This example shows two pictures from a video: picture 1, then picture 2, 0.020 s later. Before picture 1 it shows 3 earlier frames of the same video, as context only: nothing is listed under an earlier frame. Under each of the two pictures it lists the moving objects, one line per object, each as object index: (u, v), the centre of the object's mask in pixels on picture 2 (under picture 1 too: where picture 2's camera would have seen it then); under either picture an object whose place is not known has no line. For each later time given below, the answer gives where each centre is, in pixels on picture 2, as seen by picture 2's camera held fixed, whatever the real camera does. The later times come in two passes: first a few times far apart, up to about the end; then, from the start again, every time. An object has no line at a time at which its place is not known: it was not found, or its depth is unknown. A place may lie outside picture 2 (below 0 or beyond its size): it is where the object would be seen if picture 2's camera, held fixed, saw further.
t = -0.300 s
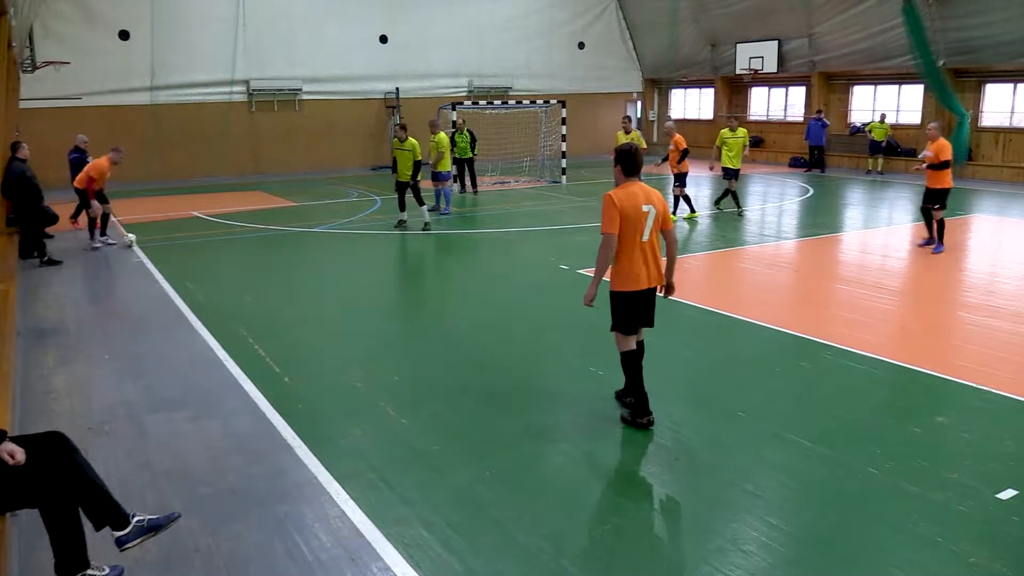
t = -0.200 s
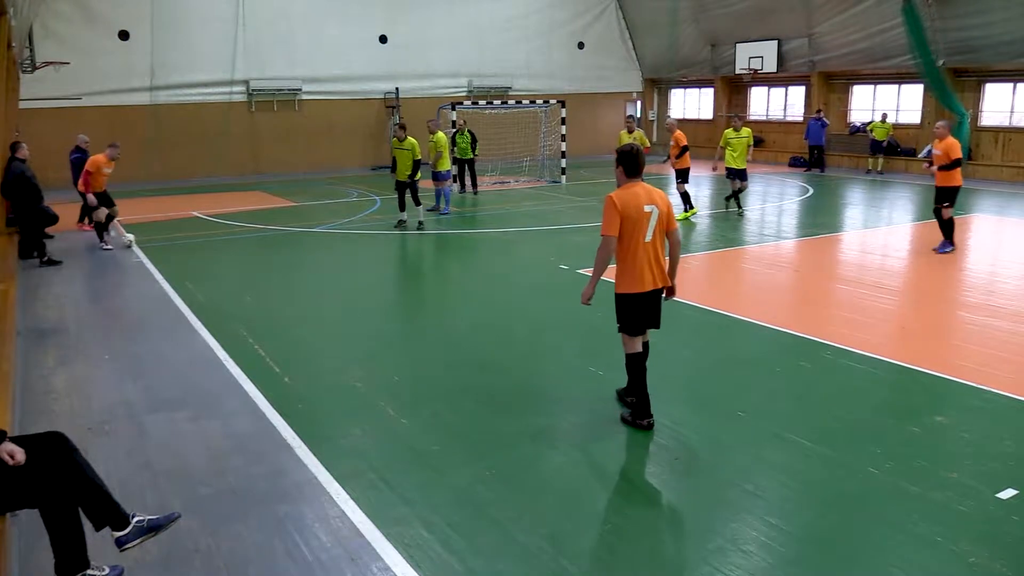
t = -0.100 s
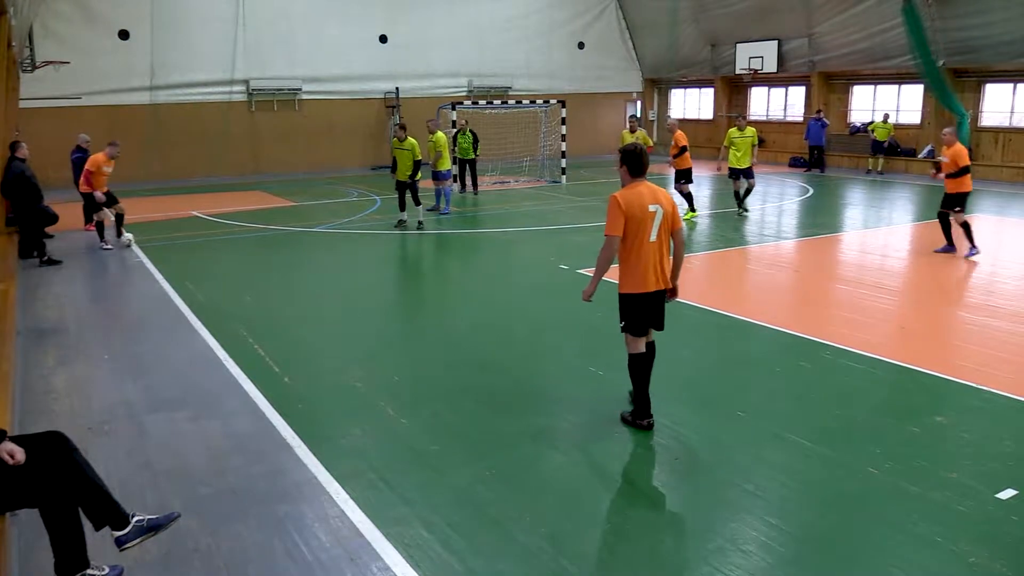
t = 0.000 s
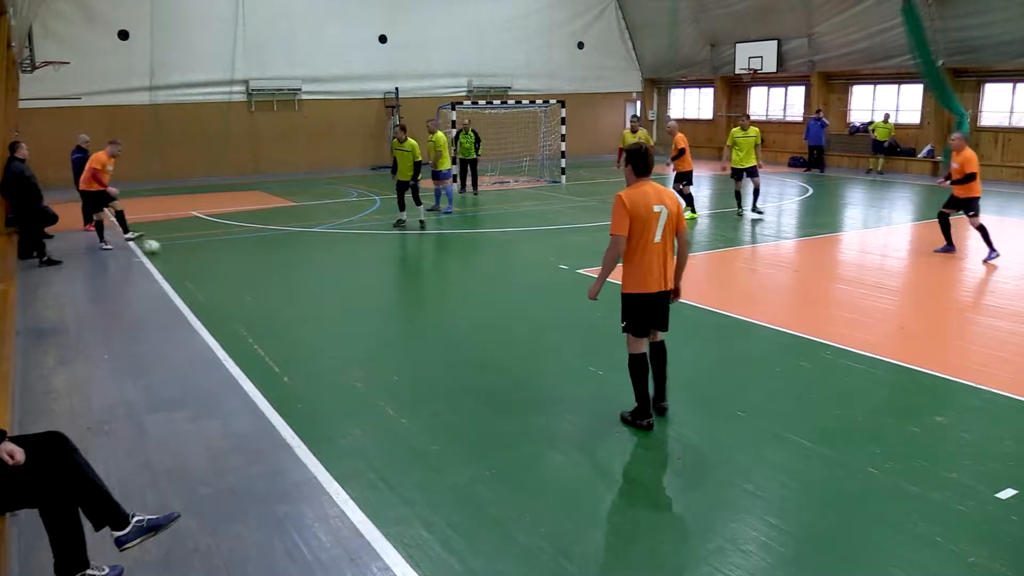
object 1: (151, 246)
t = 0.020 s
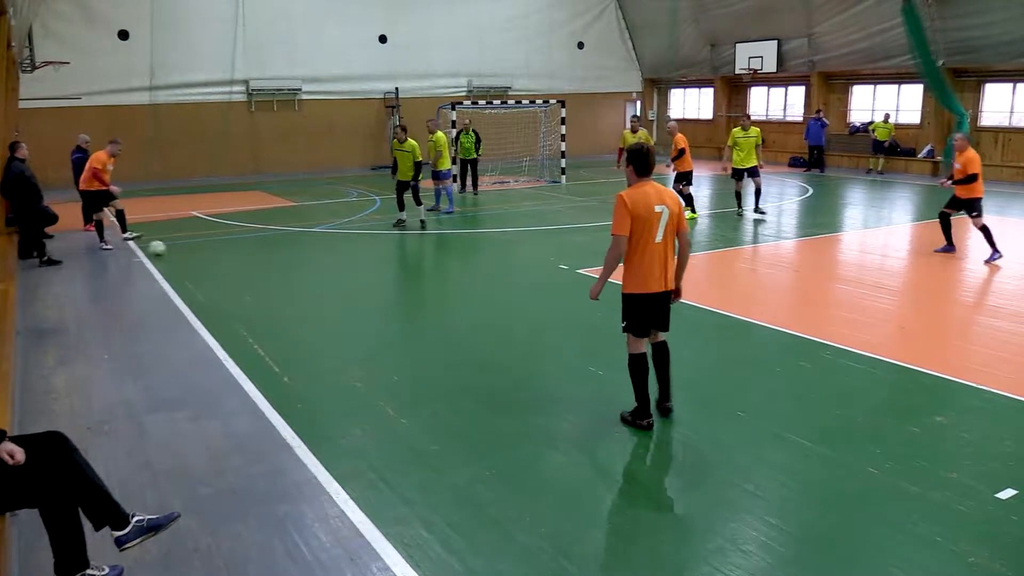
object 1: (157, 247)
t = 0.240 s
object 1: (225, 264)
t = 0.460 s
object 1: (301, 284)
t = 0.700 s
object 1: (394, 315)
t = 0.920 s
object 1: (495, 341)
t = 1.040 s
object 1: (561, 362)
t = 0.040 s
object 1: (163, 248)
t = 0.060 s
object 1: (169, 250)
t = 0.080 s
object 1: (176, 251)
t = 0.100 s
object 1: (181, 253)
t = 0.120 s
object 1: (187, 254)
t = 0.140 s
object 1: (194, 256)
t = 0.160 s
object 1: (200, 258)
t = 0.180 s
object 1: (206, 259)
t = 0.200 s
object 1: (213, 261)
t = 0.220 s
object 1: (219, 262)
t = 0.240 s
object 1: (225, 264)
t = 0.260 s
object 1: (232, 264)
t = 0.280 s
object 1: (239, 265)
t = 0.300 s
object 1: (244, 264)
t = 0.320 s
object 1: (251, 267)
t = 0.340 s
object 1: (258, 269)
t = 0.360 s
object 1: (265, 270)
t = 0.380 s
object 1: (273, 274)
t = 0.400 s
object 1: (280, 276)
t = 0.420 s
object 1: (287, 279)
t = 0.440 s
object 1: (294, 281)
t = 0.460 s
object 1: (301, 284)
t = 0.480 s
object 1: (308, 286)
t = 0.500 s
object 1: (316, 288)
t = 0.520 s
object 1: (324, 291)
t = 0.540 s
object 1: (331, 296)
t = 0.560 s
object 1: (338, 296)
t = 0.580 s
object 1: (346, 301)
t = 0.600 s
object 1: (354, 304)
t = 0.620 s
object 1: (362, 305)
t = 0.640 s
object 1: (370, 307)
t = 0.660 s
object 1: (377, 309)
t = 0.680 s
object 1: (385, 312)
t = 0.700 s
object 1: (394, 315)
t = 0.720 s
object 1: (402, 316)
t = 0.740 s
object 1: (410, 318)
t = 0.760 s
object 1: (418, 321)
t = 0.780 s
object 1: (426, 323)
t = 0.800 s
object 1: (436, 327)
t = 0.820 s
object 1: (446, 329)
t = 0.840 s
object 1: (455, 331)
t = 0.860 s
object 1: (465, 332)
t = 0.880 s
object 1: (475, 334)
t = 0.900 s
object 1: (485, 337)
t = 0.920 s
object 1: (495, 341)
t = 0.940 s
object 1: (505, 346)
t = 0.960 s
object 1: (515, 349)
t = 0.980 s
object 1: (527, 351)
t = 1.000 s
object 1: (538, 354)
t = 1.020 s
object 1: (550, 358)
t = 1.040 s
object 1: (561, 362)
